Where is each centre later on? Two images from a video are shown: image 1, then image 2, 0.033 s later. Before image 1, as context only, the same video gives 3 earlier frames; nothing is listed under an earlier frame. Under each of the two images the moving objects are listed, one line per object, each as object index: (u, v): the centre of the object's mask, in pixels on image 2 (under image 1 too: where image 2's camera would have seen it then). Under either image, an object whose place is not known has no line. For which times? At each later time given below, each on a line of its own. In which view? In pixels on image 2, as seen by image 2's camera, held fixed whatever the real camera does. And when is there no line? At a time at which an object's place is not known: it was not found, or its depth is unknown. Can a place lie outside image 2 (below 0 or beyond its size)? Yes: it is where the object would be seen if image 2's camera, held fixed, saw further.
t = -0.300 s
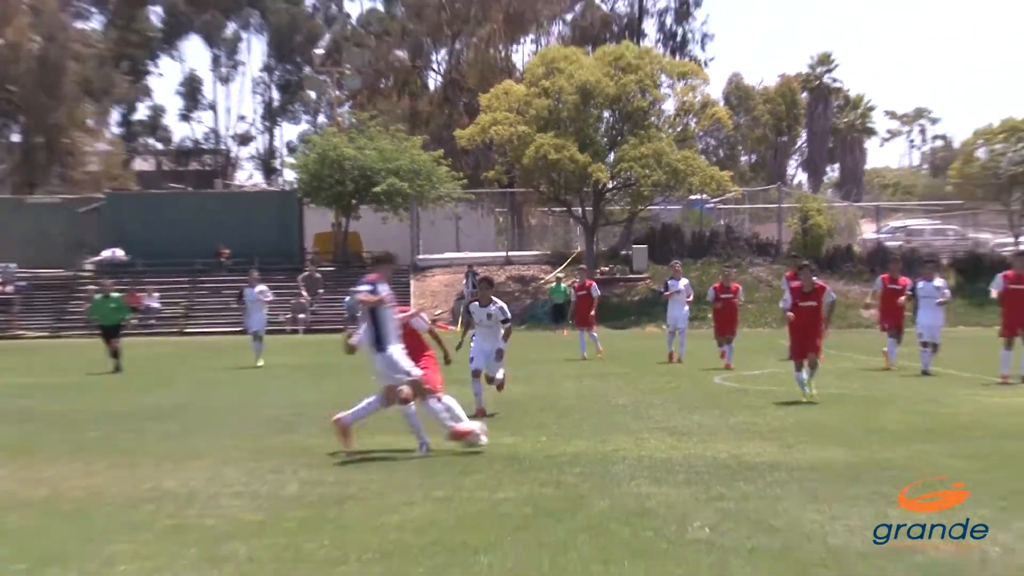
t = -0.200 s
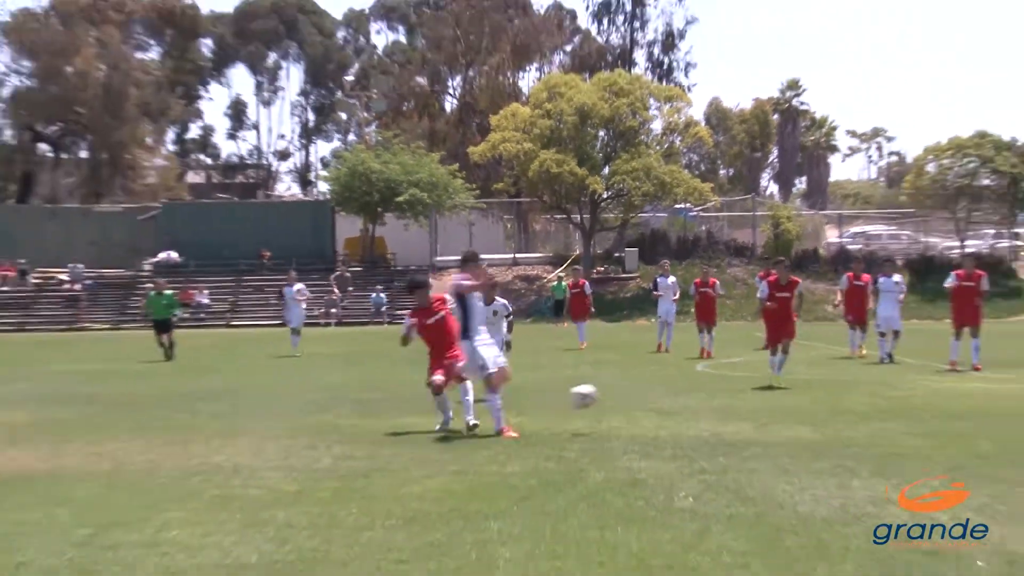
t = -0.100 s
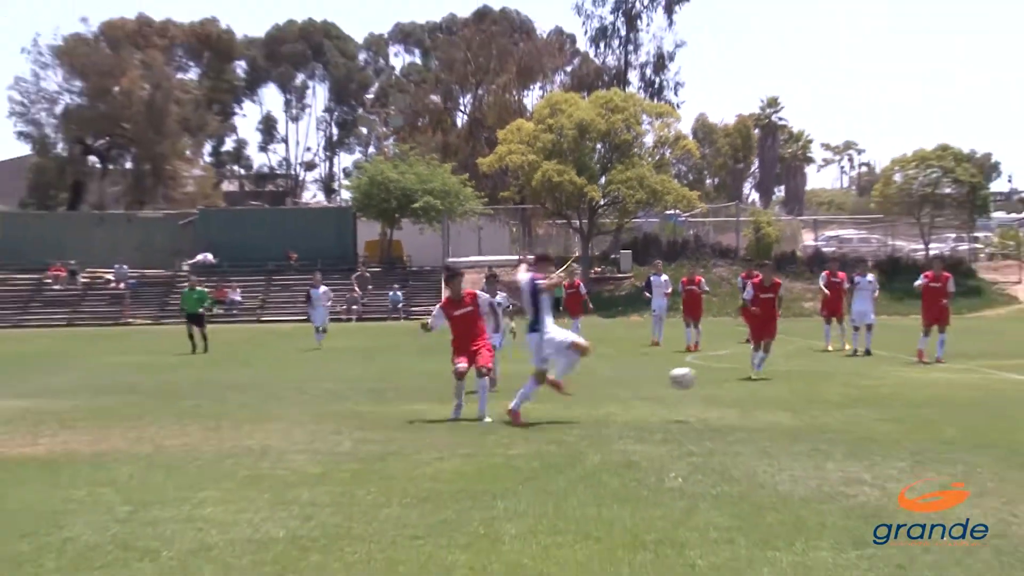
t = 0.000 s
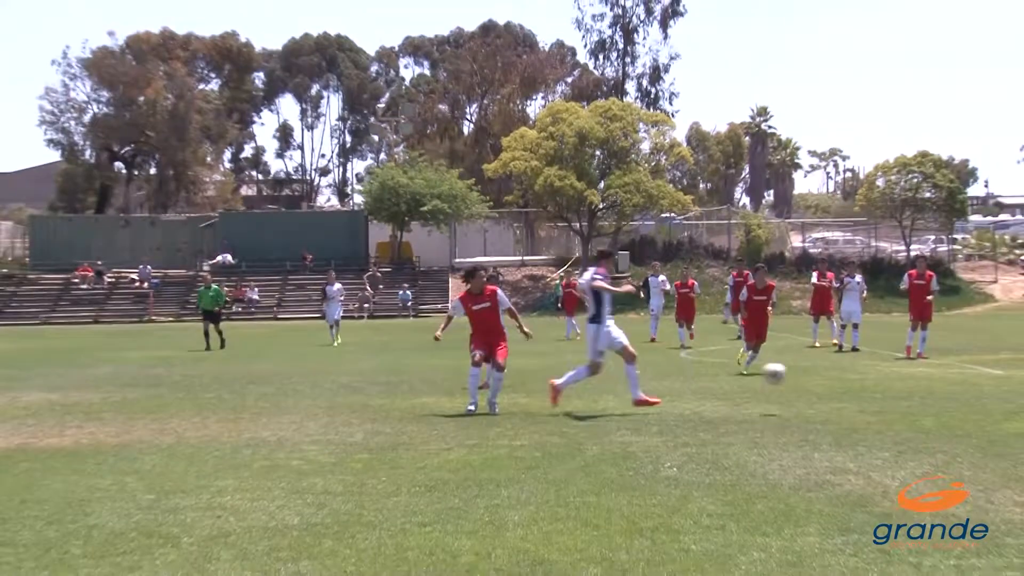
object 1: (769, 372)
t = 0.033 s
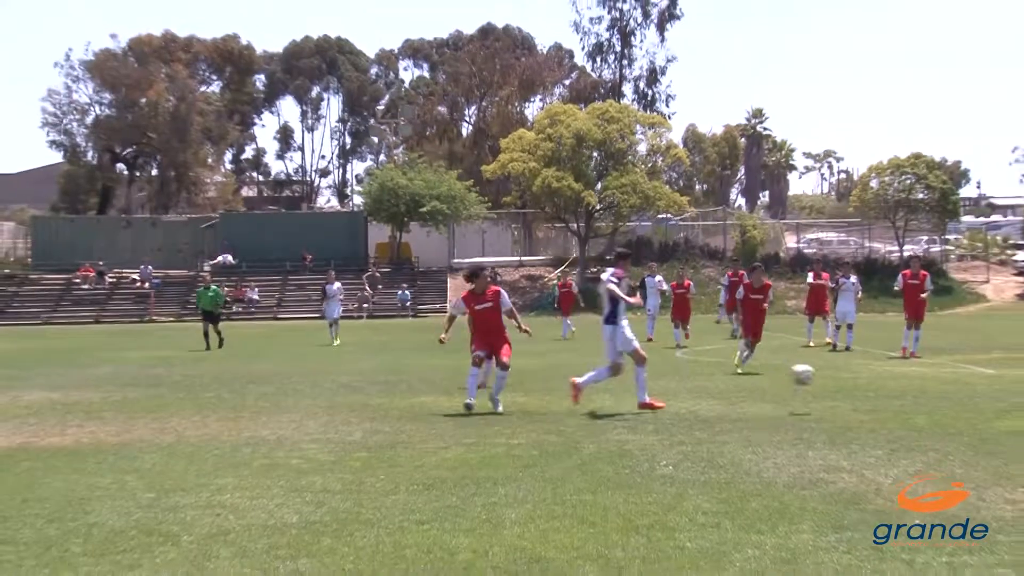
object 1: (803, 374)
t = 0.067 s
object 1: (833, 378)
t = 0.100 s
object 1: (867, 382)
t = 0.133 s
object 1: (900, 387)
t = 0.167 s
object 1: (934, 394)
